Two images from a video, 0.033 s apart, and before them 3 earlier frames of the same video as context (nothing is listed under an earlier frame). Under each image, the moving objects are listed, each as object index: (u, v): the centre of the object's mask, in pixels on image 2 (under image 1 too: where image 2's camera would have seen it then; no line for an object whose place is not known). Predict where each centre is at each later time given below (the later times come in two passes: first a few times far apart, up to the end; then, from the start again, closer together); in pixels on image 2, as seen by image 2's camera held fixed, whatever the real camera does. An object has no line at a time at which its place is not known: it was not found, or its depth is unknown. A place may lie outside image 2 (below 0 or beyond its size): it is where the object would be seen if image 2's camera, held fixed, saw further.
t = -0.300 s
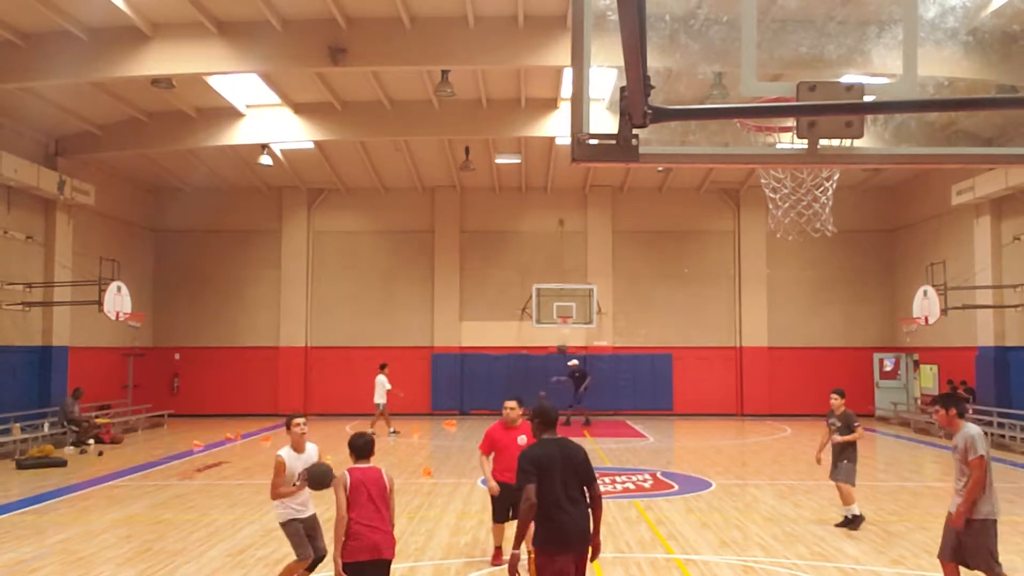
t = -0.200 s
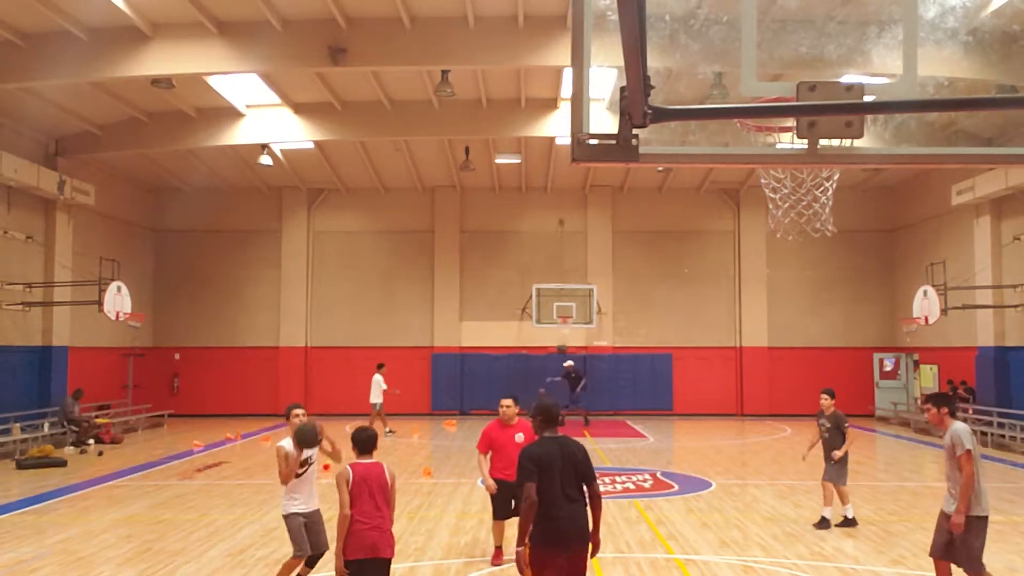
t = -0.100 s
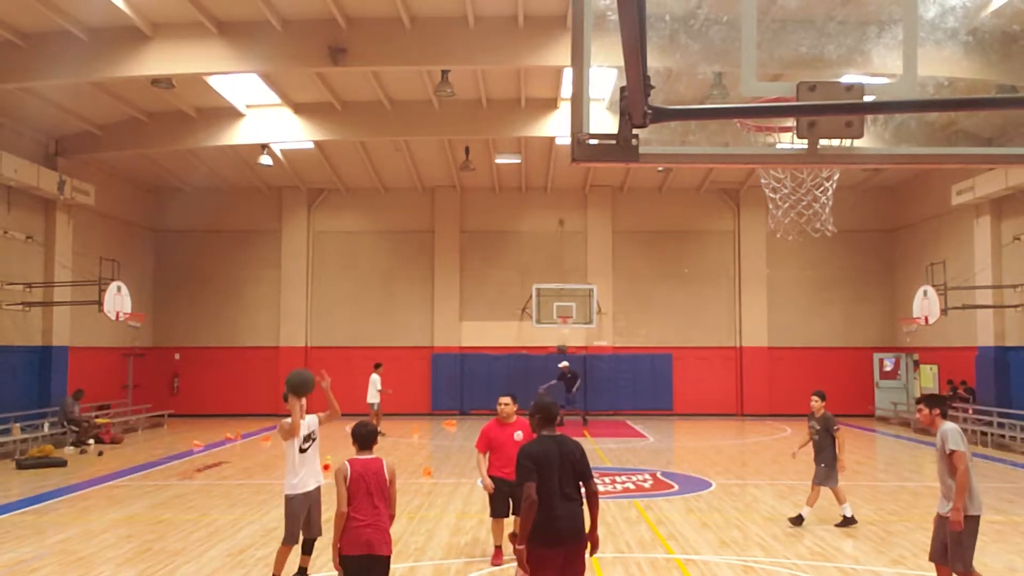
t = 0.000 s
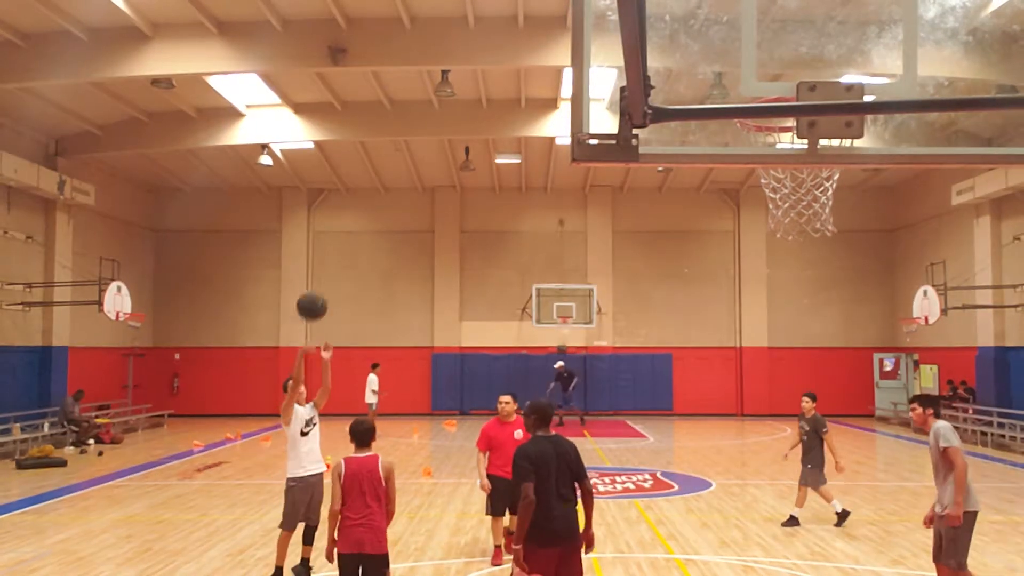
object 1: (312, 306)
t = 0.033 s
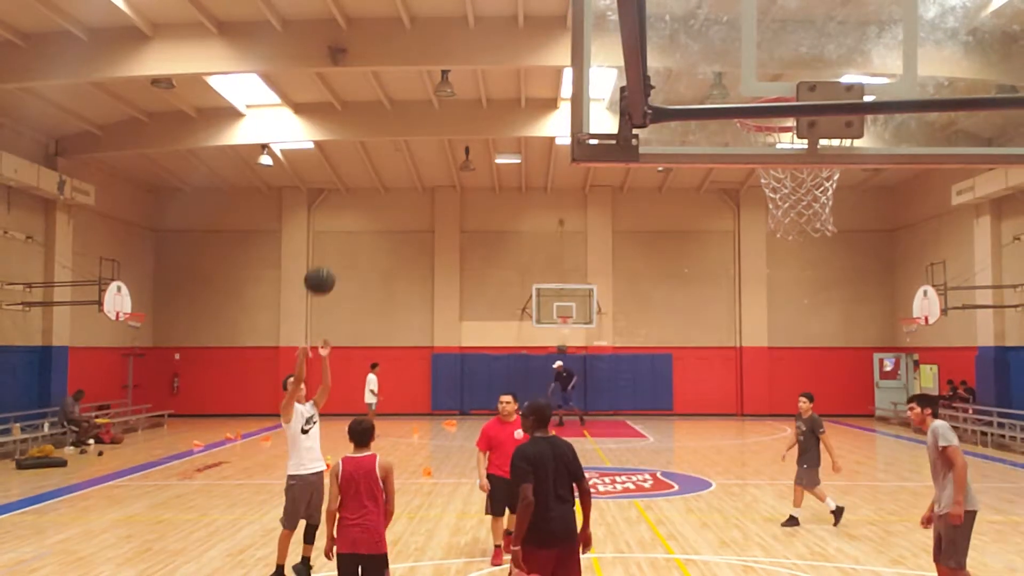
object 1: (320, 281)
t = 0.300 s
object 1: (386, 103)
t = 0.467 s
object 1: (434, 23)
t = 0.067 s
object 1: (327, 256)
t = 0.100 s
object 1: (335, 232)
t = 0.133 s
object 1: (343, 209)
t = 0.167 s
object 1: (352, 187)
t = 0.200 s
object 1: (360, 164)
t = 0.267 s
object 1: (377, 123)
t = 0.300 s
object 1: (386, 103)
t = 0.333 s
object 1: (395, 85)
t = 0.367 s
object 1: (405, 68)
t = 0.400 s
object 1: (415, 52)
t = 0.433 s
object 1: (425, 36)
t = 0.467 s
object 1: (434, 23)
